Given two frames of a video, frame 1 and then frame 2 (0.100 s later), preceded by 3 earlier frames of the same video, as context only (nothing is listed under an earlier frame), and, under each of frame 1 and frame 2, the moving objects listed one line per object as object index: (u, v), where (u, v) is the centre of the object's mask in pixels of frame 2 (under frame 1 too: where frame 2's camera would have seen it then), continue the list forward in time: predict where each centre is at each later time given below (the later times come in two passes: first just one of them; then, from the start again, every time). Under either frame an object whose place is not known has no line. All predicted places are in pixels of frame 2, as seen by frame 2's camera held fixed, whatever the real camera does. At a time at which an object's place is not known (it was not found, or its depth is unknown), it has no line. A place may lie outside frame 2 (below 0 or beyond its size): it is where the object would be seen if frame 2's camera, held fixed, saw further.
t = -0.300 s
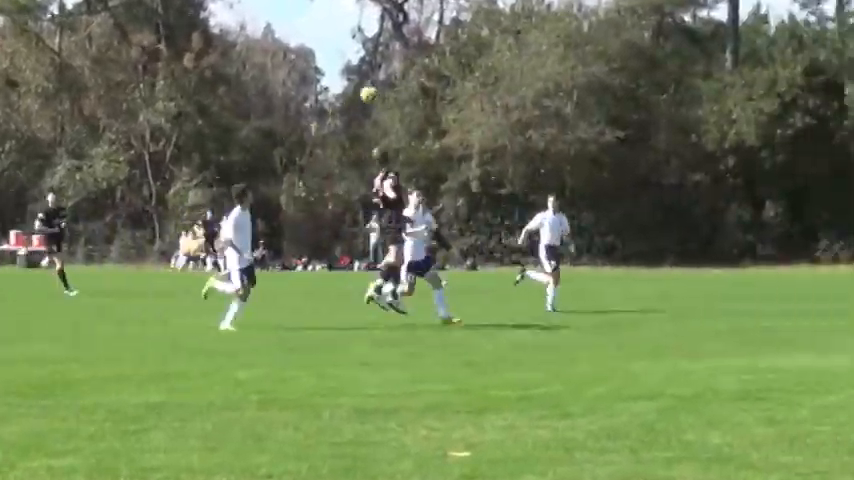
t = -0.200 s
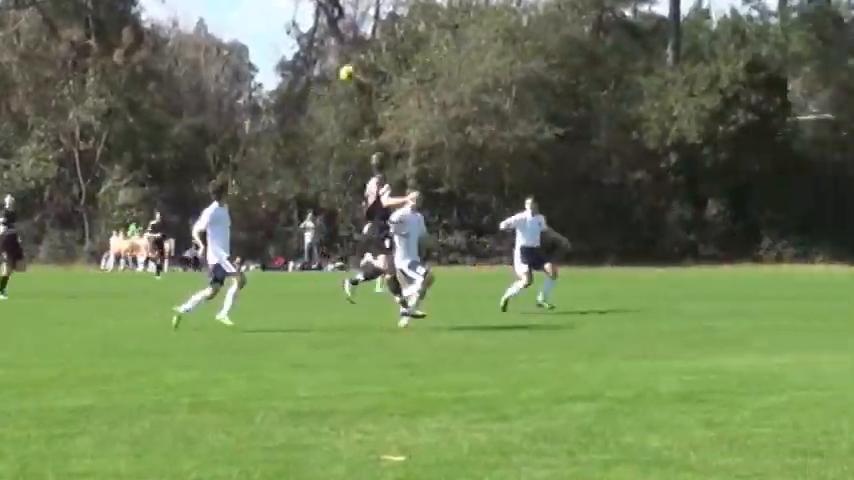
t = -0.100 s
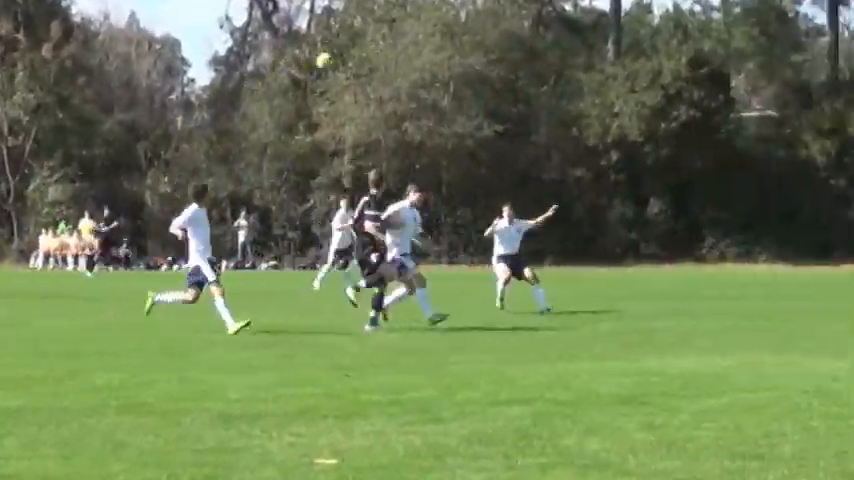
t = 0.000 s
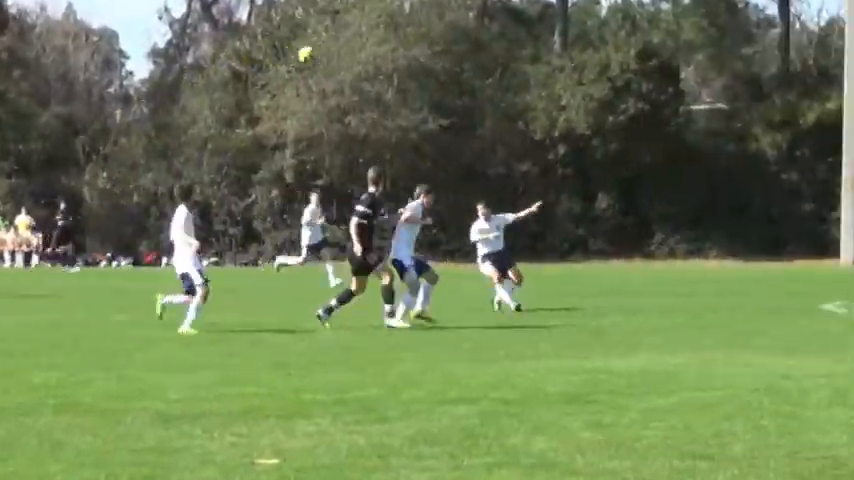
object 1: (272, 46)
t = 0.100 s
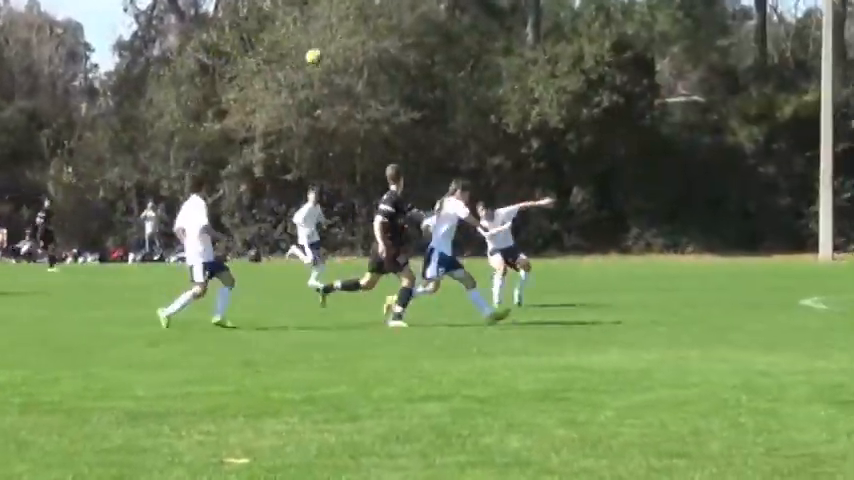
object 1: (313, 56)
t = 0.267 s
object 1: (374, 94)
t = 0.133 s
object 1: (325, 62)
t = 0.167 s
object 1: (336, 69)
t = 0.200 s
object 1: (344, 77)
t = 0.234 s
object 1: (359, 85)
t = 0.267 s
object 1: (374, 94)
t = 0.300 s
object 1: (385, 104)
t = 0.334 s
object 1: (397, 113)
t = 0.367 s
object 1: (408, 124)
